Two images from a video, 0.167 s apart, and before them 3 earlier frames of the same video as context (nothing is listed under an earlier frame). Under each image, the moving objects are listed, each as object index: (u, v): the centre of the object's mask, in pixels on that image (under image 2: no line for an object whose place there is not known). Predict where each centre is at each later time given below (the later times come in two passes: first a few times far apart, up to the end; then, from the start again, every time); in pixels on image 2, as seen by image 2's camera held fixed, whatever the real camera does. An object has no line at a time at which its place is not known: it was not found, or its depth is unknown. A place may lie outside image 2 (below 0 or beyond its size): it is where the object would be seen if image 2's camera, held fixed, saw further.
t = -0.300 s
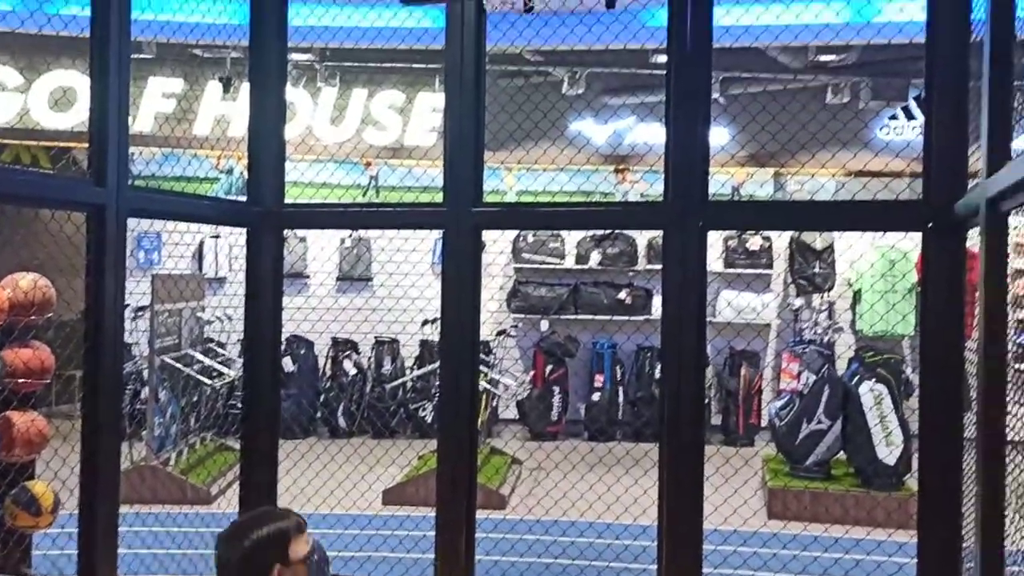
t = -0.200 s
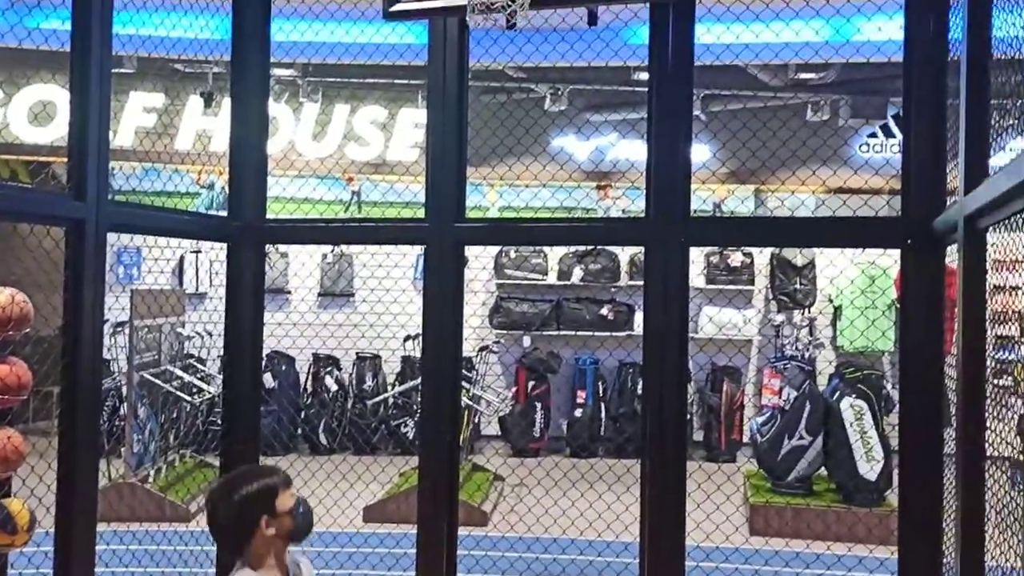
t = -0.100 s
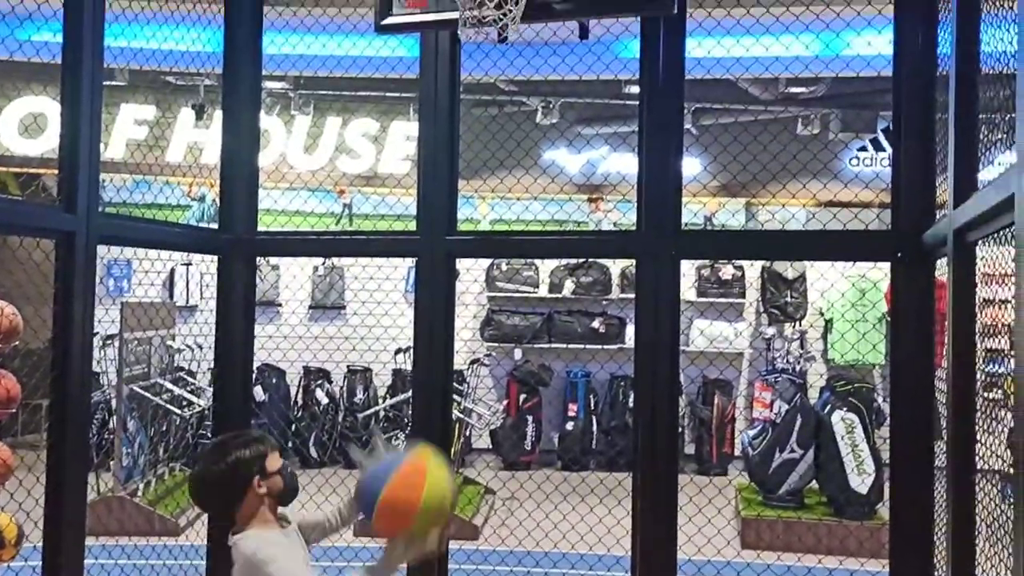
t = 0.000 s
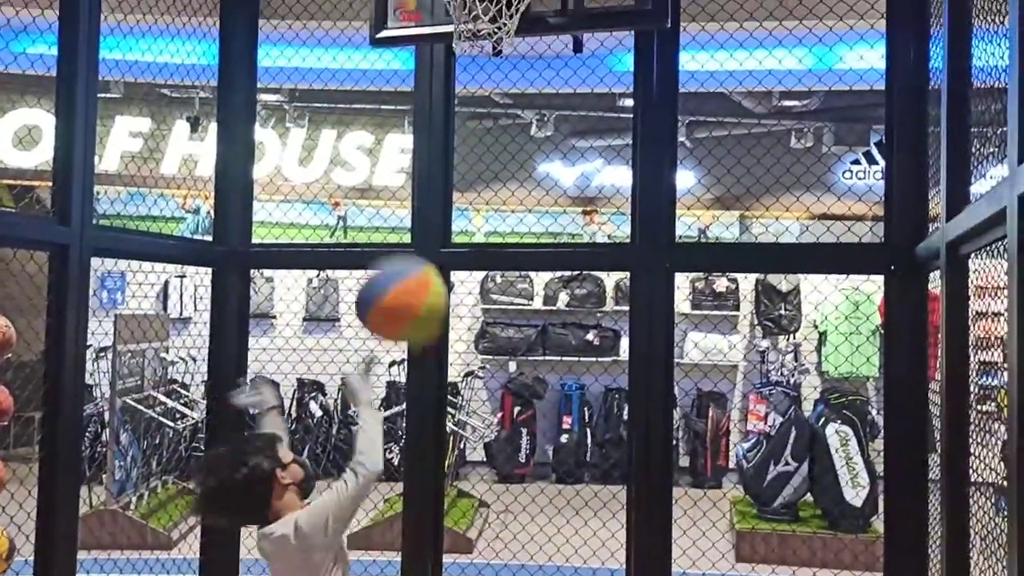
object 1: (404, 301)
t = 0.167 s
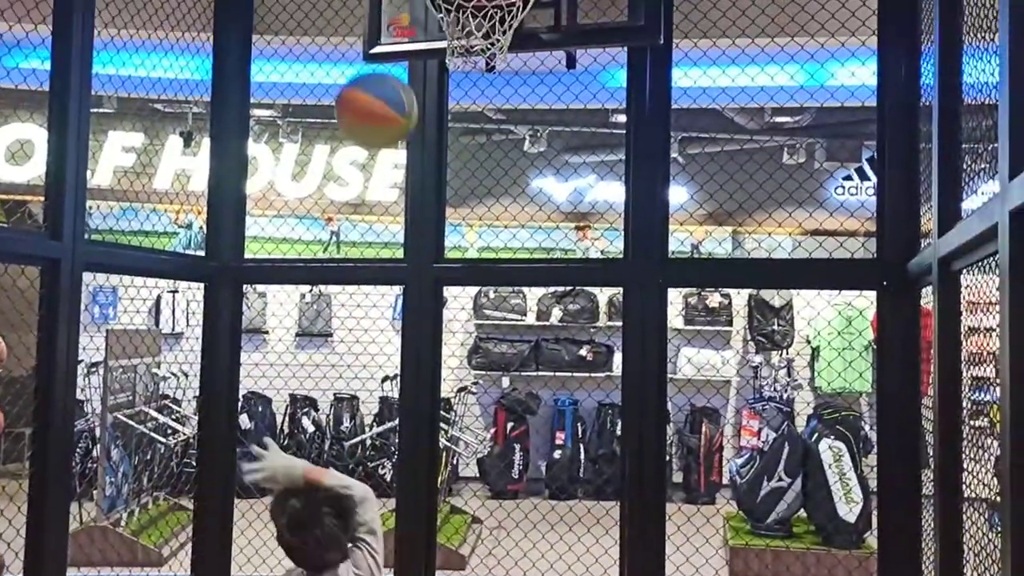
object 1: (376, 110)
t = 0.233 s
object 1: (369, 64)
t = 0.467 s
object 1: (346, 37)
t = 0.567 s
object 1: (336, 74)
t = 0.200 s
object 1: (373, 85)
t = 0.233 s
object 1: (369, 64)
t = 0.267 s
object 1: (365, 49)
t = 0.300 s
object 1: (362, 38)
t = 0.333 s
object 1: (359, 31)
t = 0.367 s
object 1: (356, 28)
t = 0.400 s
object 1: (353, 28)
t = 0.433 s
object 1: (349, 31)
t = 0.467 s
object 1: (346, 37)
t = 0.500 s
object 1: (343, 46)
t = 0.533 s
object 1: (340, 58)
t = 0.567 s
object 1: (336, 74)
